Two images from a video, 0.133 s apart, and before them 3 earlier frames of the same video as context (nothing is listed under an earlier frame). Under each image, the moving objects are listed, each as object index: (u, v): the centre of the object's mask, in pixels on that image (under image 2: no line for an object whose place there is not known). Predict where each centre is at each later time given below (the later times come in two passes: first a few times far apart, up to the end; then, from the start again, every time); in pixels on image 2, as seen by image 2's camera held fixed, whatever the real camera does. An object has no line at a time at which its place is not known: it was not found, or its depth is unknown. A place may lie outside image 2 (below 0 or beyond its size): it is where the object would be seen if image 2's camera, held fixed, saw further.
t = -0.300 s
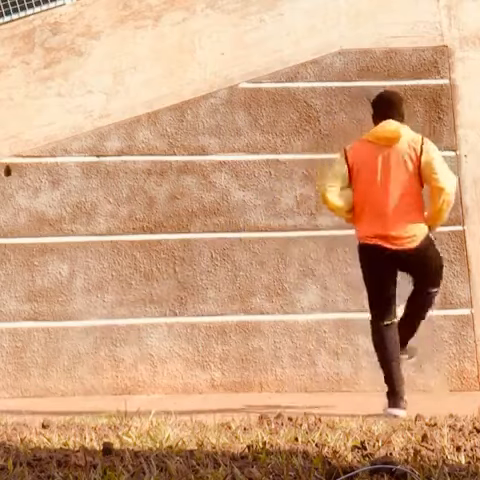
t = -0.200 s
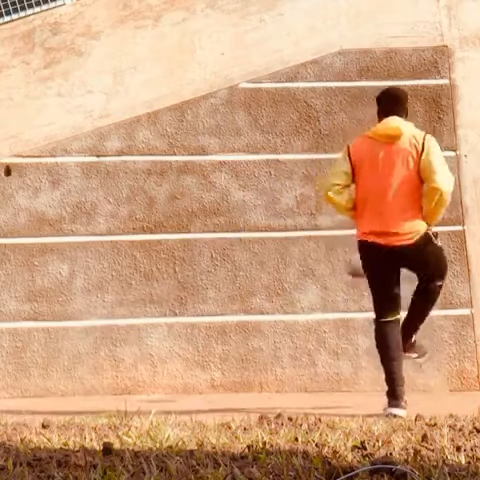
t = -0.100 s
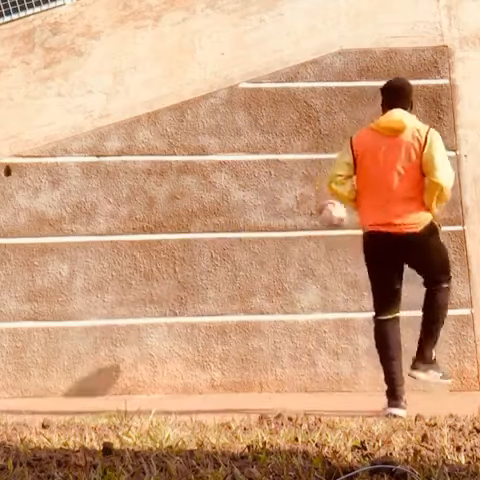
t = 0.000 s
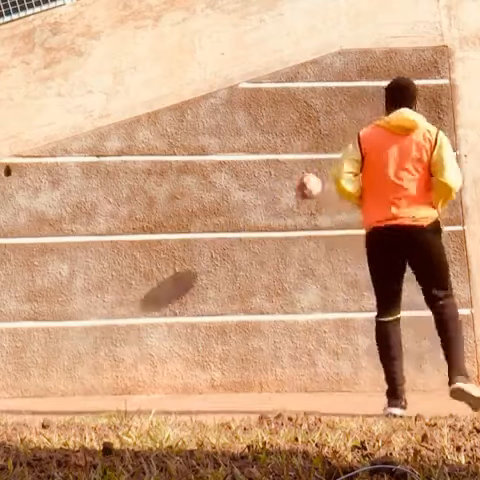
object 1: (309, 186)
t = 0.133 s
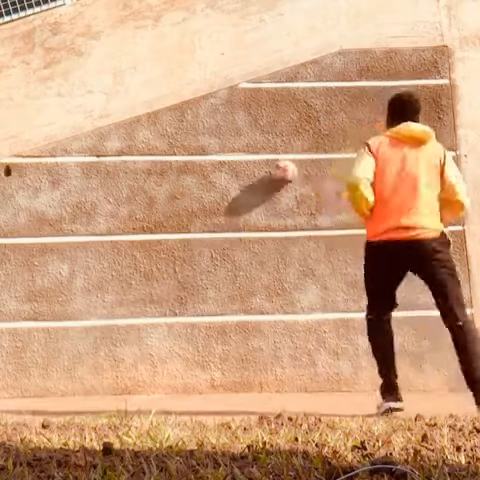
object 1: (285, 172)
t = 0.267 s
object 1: (280, 154)
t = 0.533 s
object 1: (271, 179)
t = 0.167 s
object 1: (283, 167)
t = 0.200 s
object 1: (282, 162)
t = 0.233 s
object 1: (281, 157)
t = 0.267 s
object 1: (280, 154)
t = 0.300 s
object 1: (279, 154)
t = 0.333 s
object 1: (278, 153)
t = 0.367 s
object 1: (276, 153)
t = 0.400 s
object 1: (274, 154)
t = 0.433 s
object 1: (274, 158)
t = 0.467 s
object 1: (273, 164)
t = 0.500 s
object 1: (272, 172)
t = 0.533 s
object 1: (271, 179)
